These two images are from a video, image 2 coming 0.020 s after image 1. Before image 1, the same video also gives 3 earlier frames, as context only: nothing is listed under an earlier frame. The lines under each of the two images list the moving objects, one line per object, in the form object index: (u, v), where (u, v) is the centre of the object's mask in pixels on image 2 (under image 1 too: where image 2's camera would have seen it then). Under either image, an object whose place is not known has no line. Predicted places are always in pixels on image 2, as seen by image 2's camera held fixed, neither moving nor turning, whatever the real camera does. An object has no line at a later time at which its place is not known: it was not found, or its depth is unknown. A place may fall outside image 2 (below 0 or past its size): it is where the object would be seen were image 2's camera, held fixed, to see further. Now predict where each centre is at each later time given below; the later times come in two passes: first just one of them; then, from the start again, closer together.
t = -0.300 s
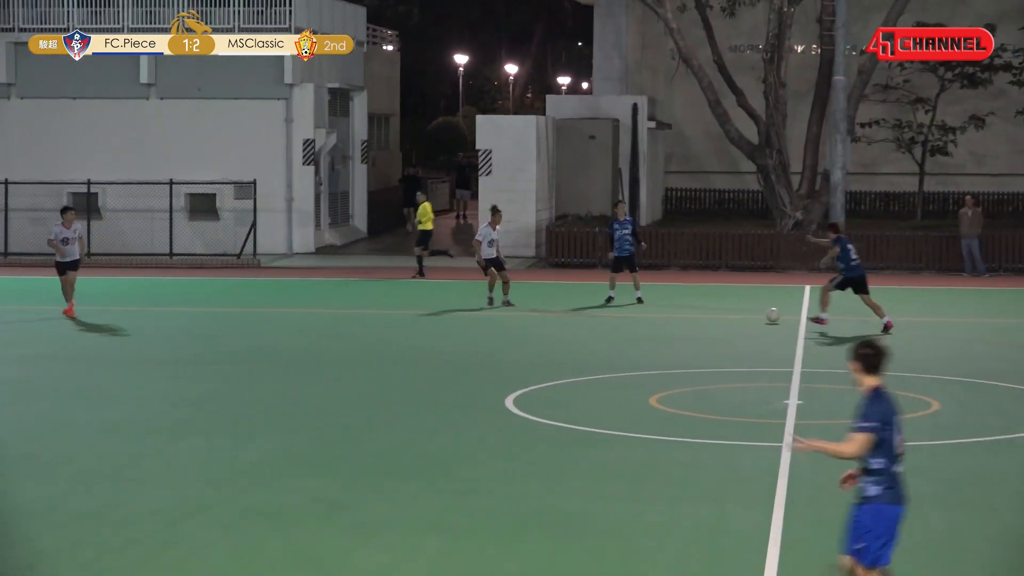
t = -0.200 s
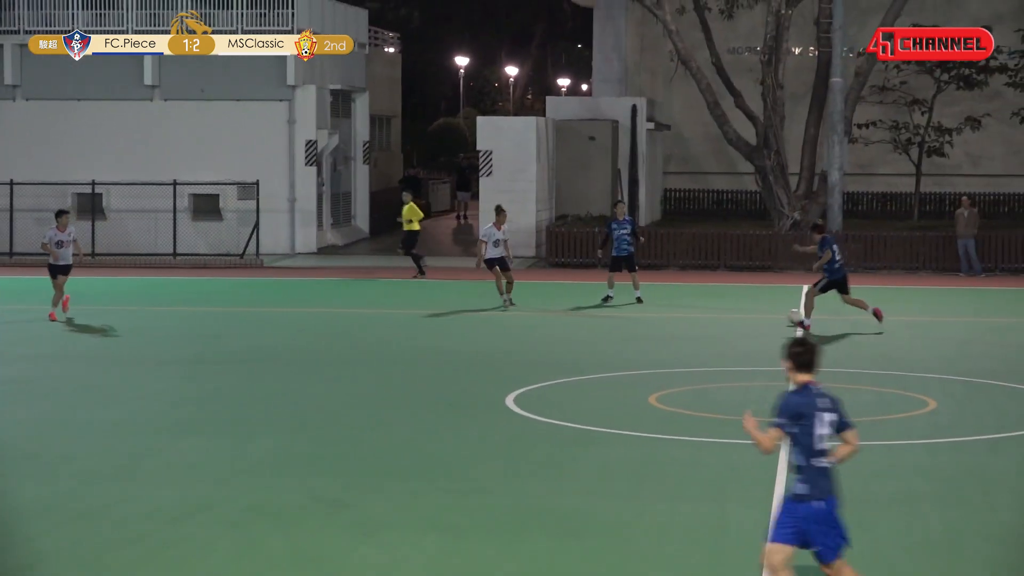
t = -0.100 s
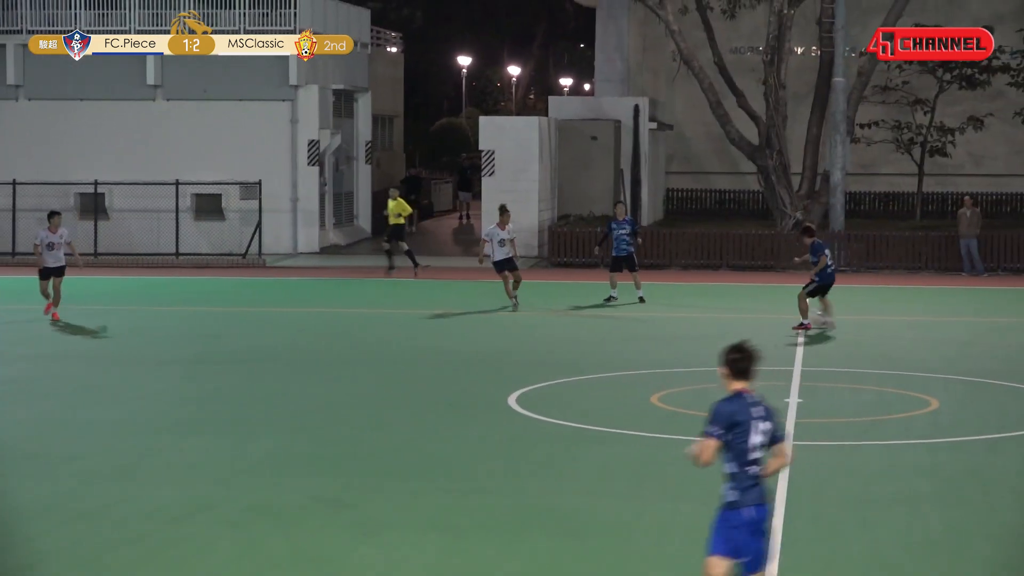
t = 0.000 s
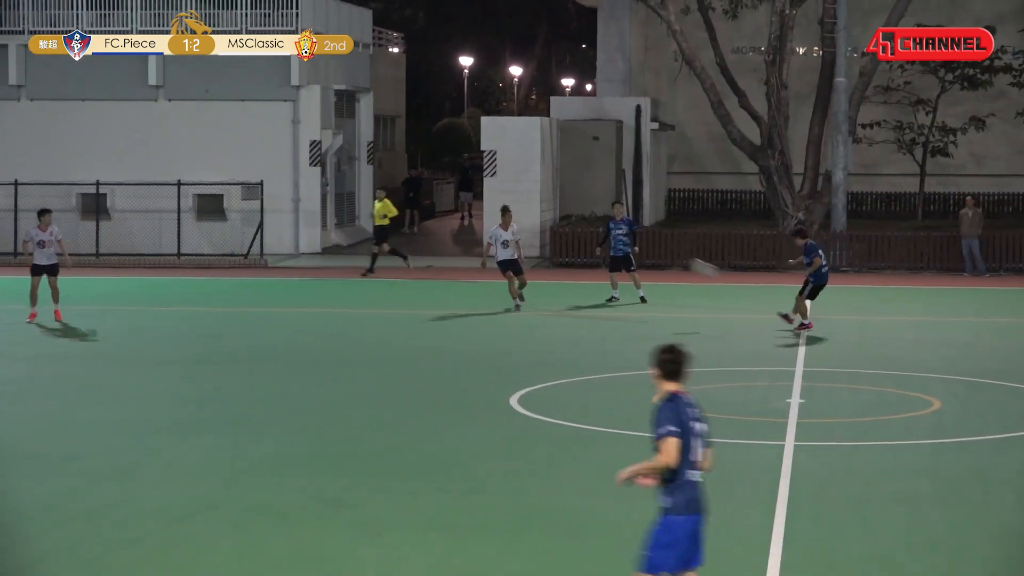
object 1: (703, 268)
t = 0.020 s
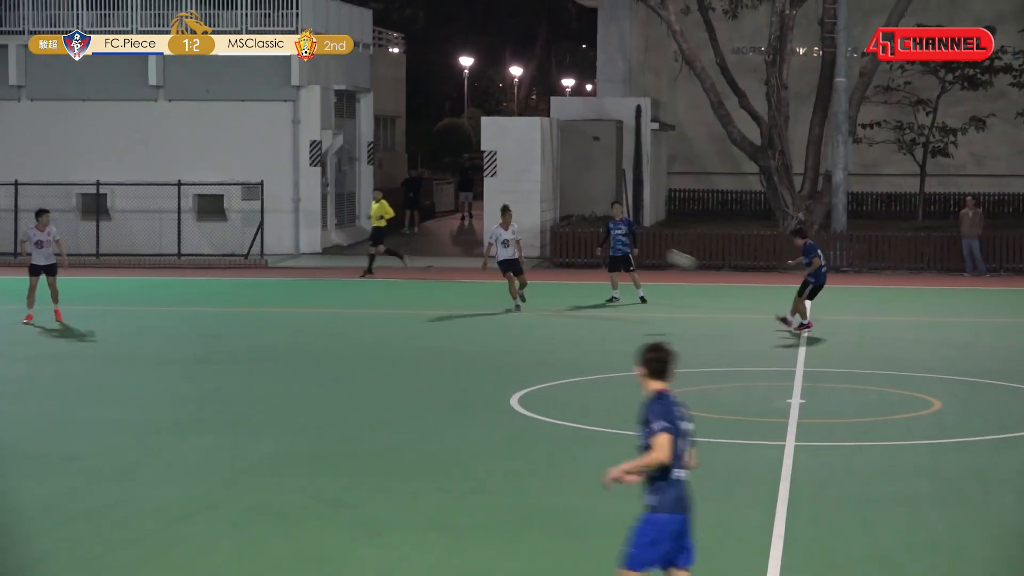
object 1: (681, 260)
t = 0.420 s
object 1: (252, 130)
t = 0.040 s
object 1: (659, 251)
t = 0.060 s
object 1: (637, 243)
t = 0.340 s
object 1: (336, 148)
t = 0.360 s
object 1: (315, 144)
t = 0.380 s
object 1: (293, 138)
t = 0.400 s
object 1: (273, 135)
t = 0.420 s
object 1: (252, 130)
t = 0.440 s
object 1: (232, 127)
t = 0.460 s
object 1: (211, 124)
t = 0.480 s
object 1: (191, 120)
